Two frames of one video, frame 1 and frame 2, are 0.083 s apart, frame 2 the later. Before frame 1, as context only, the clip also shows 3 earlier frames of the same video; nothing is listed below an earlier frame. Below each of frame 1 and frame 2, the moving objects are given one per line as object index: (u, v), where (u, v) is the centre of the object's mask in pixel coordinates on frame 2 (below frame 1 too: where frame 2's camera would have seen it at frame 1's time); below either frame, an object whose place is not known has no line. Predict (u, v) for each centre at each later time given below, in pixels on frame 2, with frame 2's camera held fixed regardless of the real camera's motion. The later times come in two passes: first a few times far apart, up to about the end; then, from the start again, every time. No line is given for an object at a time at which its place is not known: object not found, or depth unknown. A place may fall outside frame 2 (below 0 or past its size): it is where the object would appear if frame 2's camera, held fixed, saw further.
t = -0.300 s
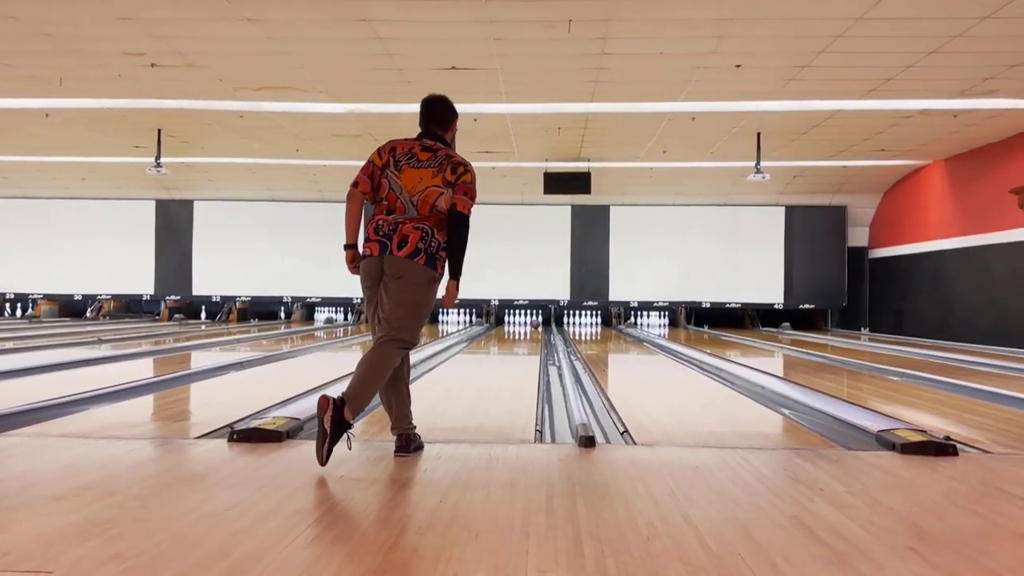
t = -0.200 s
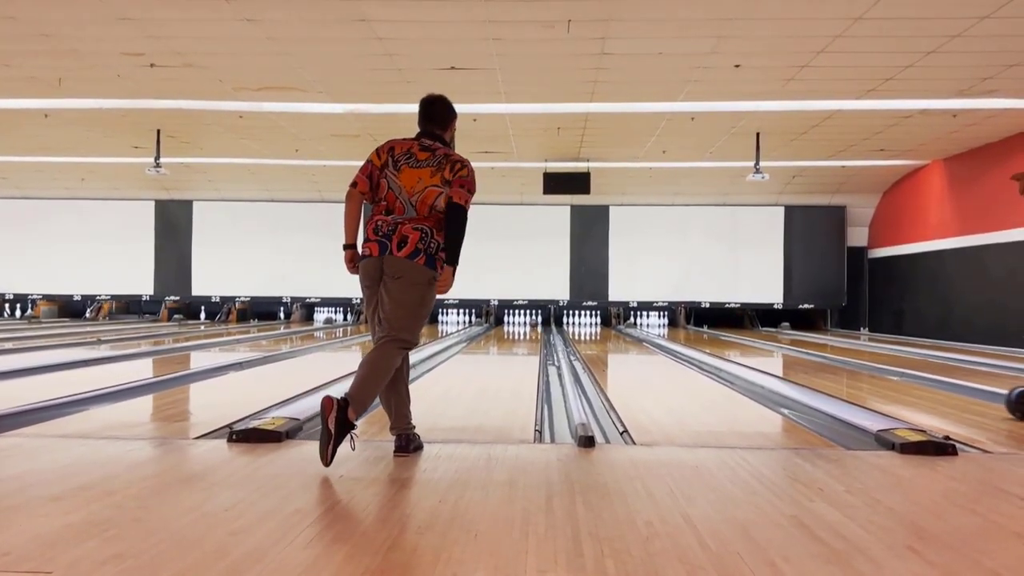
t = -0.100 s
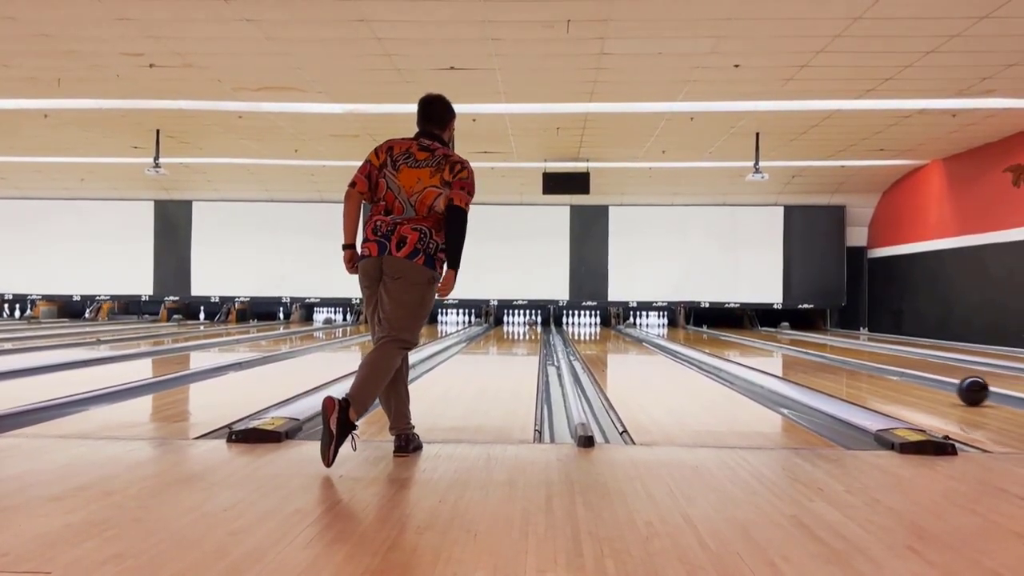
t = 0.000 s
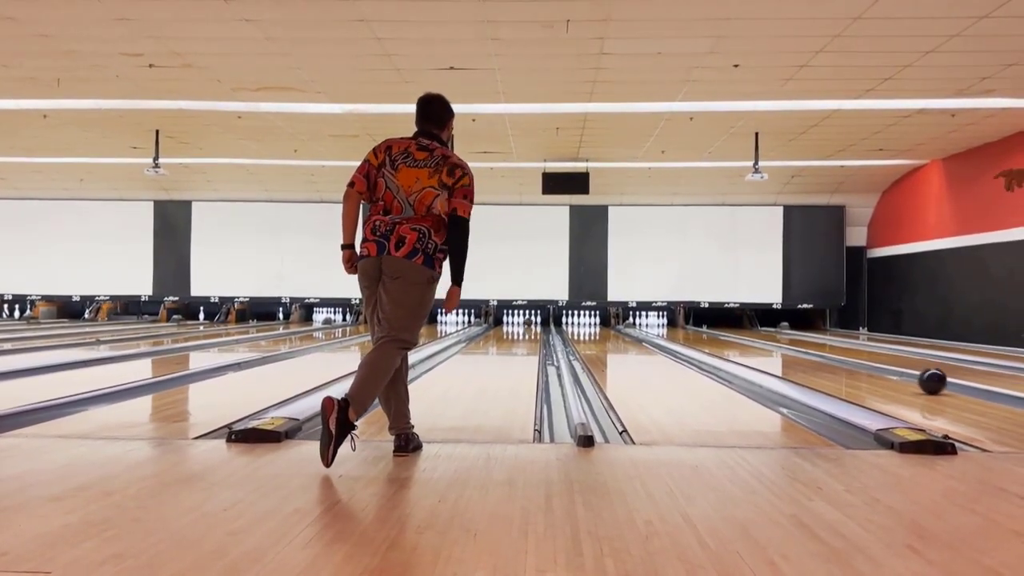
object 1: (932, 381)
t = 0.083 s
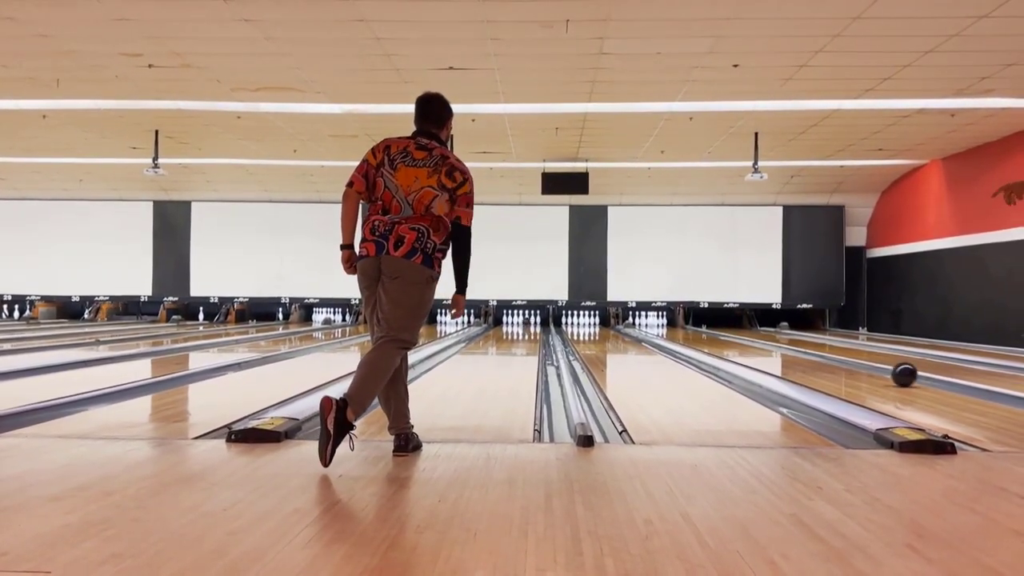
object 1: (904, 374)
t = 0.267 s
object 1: (855, 363)
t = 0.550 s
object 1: (800, 352)
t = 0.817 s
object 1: (764, 344)
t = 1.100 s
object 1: (735, 338)
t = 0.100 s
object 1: (899, 373)
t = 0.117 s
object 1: (894, 372)
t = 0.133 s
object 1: (889, 371)
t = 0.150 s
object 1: (885, 370)
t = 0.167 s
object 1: (880, 369)
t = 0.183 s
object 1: (875, 368)
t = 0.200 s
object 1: (871, 367)
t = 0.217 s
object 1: (867, 366)
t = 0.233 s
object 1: (863, 365)
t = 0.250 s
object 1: (859, 364)
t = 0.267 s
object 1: (855, 363)
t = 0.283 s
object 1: (851, 362)
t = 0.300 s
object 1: (847, 362)
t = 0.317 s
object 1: (843, 361)
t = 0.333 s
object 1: (840, 360)
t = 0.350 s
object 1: (836, 359)
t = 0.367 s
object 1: (833, 359)
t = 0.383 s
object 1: (830, 358)
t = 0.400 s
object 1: (827, 357)
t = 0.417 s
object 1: (823, 357)
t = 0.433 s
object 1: (820, 356)
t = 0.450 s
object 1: (817, 355)
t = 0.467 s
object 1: (814, 355)
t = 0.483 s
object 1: (811, 354)
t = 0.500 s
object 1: (808, 353)
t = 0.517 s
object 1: (806, 353)
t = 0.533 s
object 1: (803, 352)
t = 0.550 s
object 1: (800, 352)
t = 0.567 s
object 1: (798, 351)
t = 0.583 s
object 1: (795, 351)
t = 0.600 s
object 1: (792, 350)
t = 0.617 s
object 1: (790, 349)
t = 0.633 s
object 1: (787, 349)
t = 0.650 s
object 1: (785, 349)
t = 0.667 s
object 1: (783, 348)
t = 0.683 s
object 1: (780, 347)
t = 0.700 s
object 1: (778, 347)
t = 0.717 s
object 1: (776, 346)
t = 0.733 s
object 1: (774, 346)
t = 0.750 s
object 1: (772, 345)
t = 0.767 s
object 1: (770, 345)
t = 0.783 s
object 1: (768, 344)
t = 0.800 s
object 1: (766, 344)
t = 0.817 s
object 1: (764, 344)
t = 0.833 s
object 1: (762, 343)
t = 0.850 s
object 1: (760, 343)
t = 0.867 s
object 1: (758, 343)
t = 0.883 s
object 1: (756, 342)
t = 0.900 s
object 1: (755, 342)
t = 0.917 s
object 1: (753, 341)
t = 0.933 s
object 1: (751, 341)
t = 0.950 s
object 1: (749, 341)
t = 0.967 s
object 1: (748, 340)
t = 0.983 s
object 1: (746, 340)
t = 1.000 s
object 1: (744, 339)
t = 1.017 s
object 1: (743, 339)
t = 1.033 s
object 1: (741, 339)
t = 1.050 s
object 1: (739, 339)
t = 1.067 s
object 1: (738, 338)
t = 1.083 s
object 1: (737, 338)
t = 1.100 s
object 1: (735, 338)
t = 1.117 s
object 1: (734, 338)
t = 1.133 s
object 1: (732, 337)
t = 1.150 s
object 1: (731, 337)
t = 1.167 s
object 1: (729, 336)
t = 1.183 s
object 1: (728, 336)
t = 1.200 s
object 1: (727, 336)
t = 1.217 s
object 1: (725, 336)
